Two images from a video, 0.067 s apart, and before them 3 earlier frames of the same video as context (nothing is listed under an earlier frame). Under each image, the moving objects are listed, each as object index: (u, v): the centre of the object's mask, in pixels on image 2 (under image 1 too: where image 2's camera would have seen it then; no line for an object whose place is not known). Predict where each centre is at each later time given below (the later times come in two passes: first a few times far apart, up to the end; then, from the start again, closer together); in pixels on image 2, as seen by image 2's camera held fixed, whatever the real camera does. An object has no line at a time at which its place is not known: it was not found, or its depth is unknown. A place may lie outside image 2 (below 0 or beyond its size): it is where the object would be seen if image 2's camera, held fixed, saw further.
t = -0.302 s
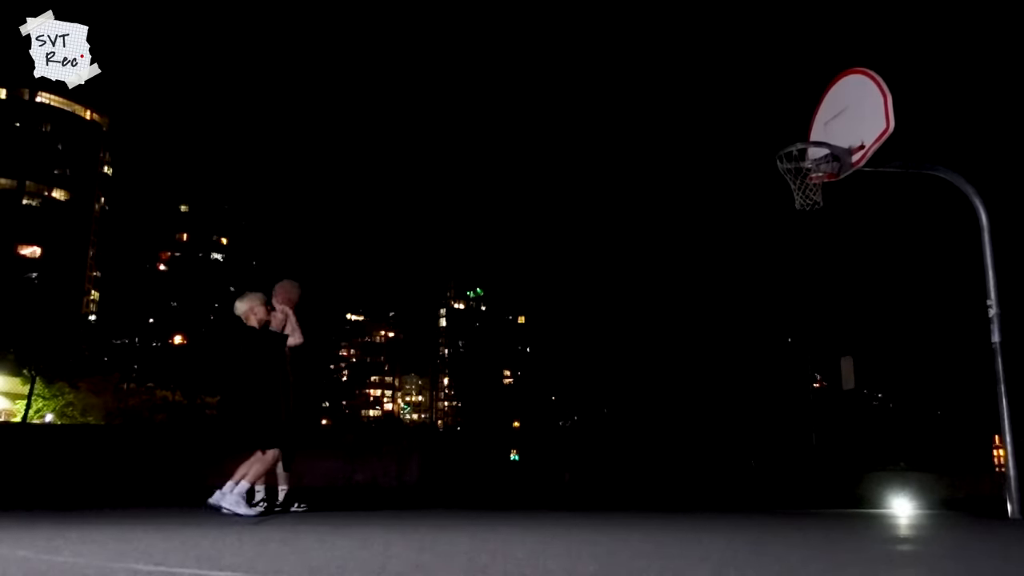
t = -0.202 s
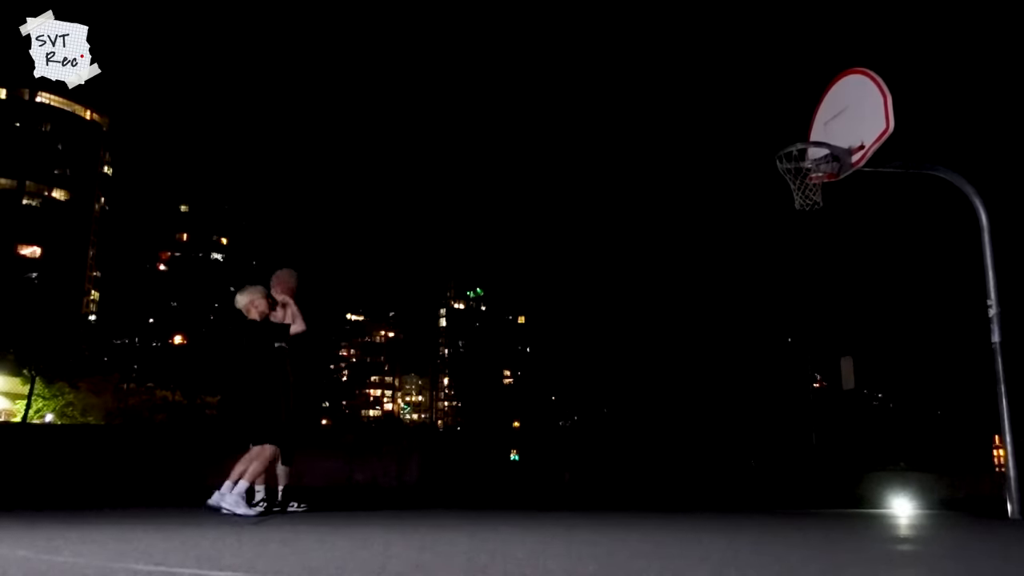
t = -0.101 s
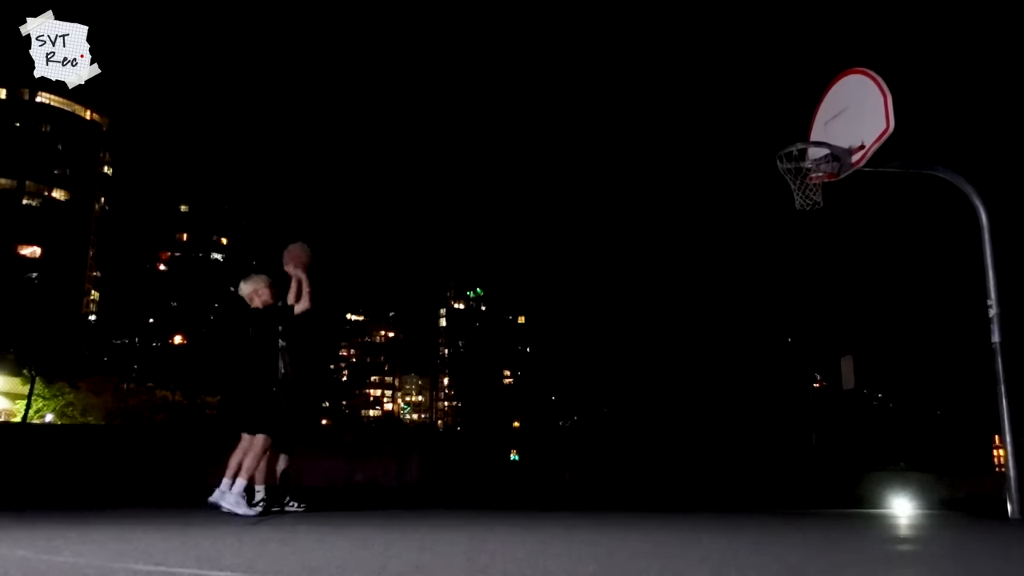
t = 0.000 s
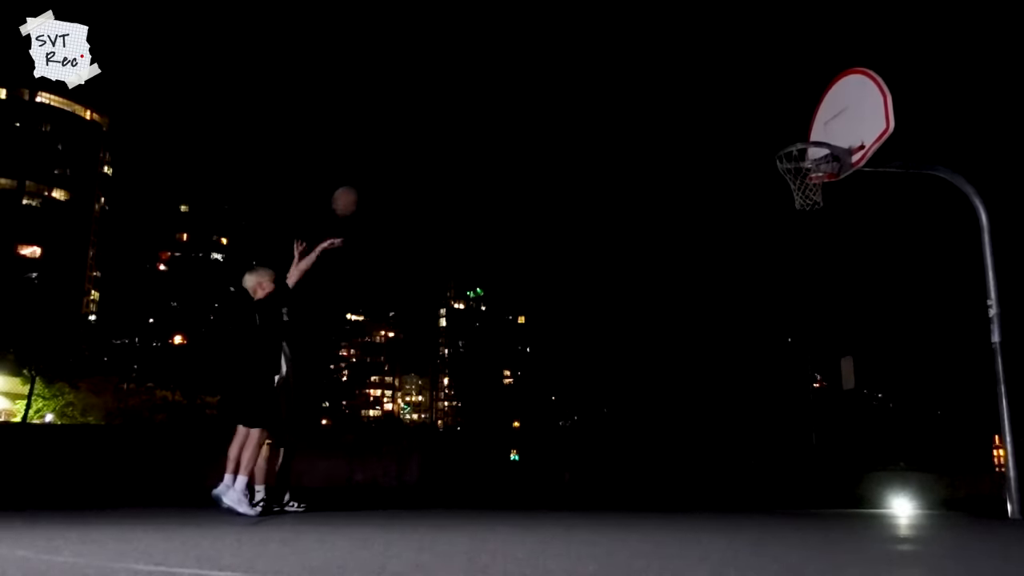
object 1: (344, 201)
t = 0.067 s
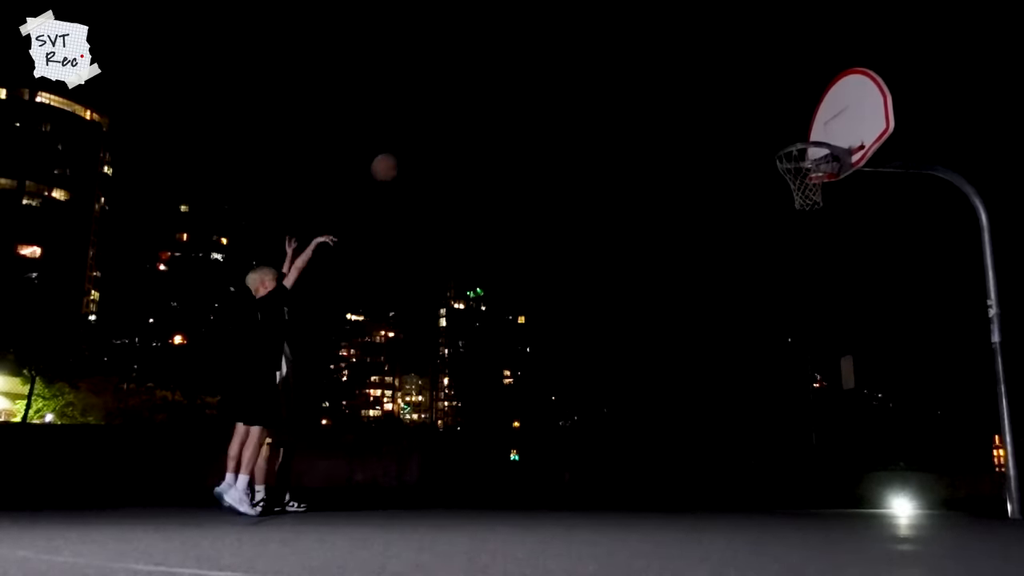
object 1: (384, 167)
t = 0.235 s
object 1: (475, 110)
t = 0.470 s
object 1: (596, 85)
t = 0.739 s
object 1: (726, 129)
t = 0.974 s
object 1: (778, 240)
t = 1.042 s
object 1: (783, 285)
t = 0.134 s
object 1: (422, 140)
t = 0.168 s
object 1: (439, 129)
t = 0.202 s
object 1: (457, 119)
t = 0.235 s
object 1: (475, 110)
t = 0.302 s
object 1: (511, 96)
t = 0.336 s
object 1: (529, 92)
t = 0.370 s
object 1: (545, 89)
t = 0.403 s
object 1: (562, 86)
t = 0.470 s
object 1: (596, 85)
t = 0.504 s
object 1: (612, 86)
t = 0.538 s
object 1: (629, 89)
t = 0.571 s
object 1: (644, 93)
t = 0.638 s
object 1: (678, 104)
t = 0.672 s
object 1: (693, 112)
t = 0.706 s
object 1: (710, 120)
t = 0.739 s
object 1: (726, 129)
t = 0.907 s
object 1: (773, 199)
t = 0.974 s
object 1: (778, 240)
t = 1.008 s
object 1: (780, 261)
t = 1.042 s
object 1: (783, 285)
